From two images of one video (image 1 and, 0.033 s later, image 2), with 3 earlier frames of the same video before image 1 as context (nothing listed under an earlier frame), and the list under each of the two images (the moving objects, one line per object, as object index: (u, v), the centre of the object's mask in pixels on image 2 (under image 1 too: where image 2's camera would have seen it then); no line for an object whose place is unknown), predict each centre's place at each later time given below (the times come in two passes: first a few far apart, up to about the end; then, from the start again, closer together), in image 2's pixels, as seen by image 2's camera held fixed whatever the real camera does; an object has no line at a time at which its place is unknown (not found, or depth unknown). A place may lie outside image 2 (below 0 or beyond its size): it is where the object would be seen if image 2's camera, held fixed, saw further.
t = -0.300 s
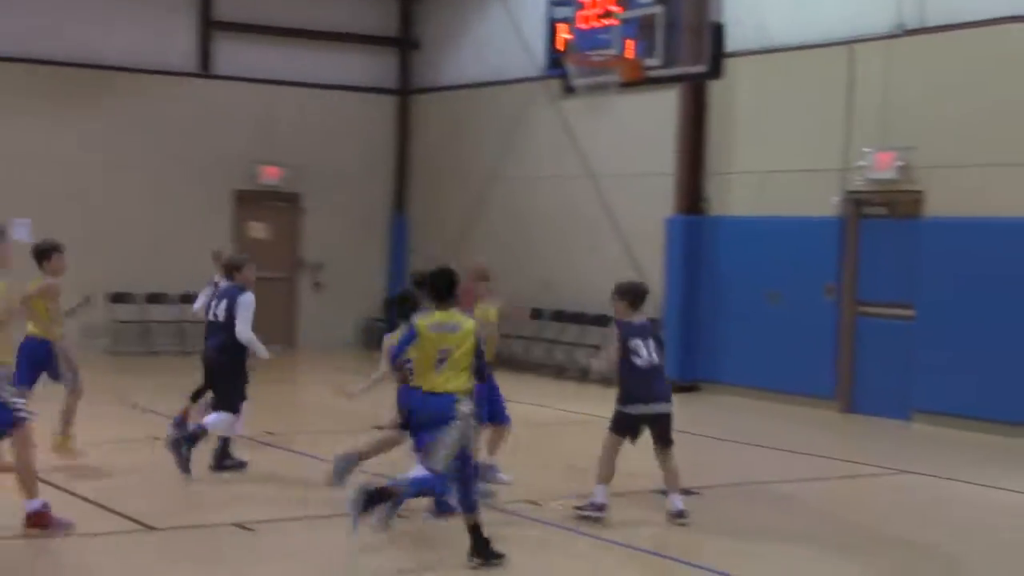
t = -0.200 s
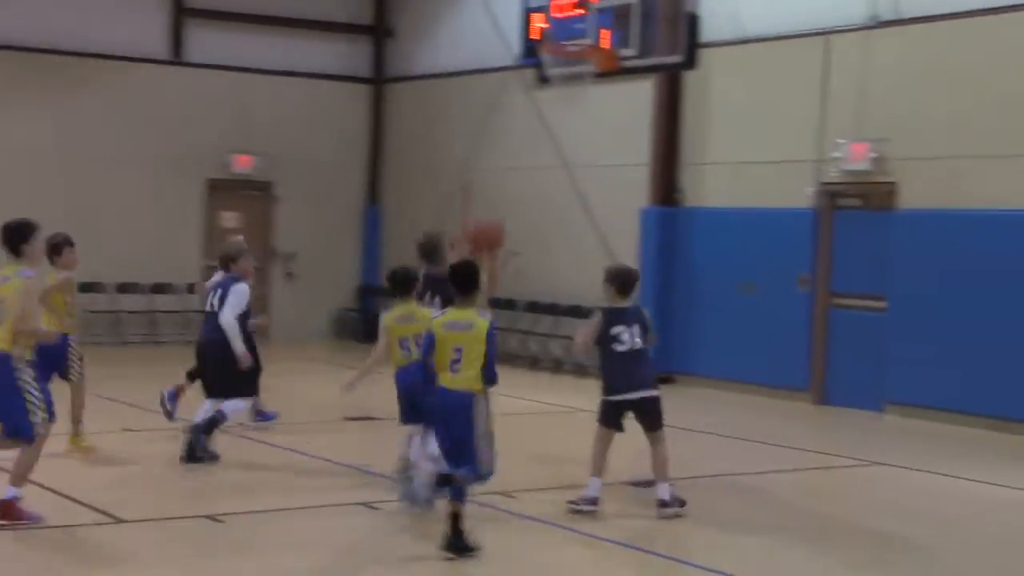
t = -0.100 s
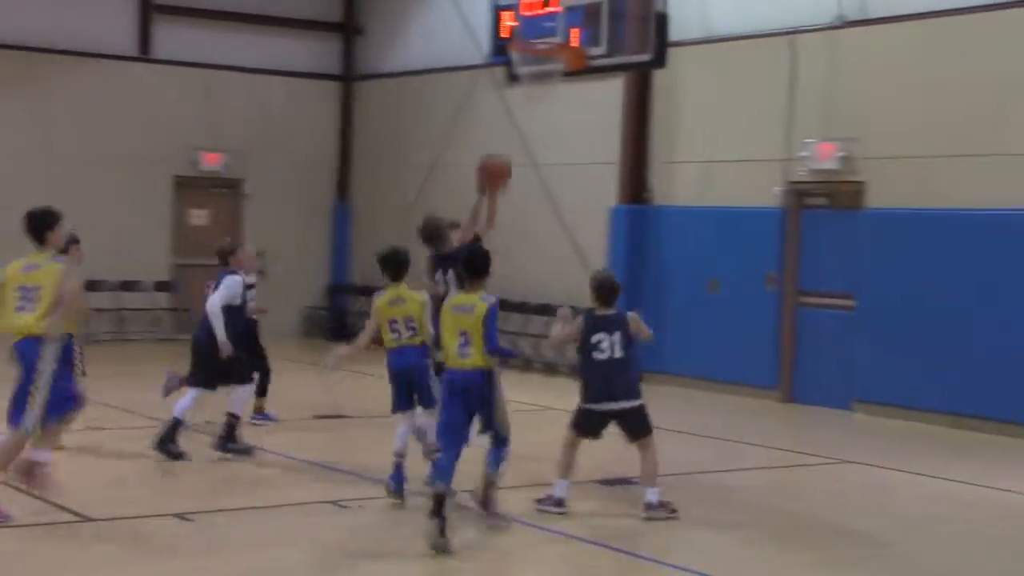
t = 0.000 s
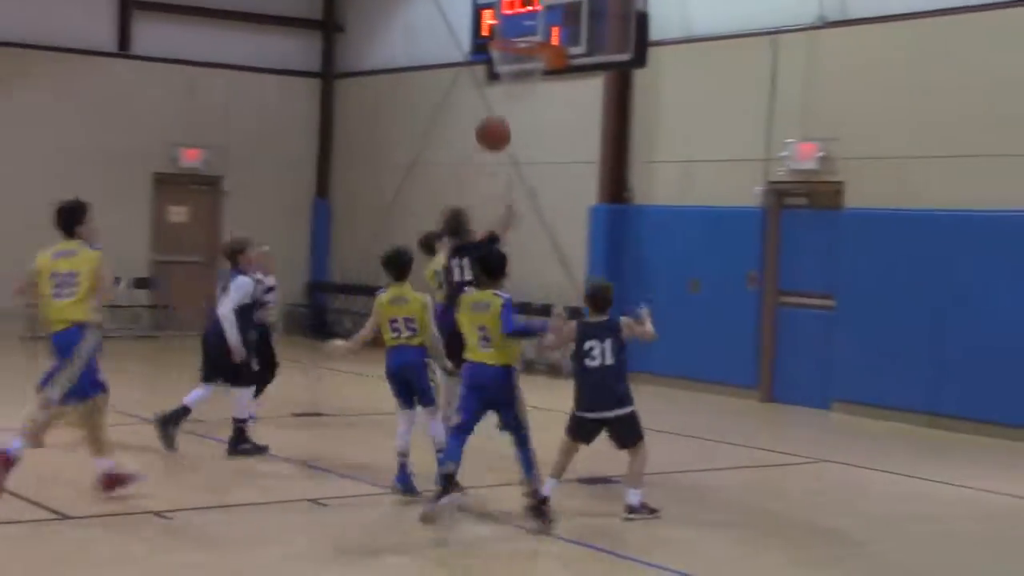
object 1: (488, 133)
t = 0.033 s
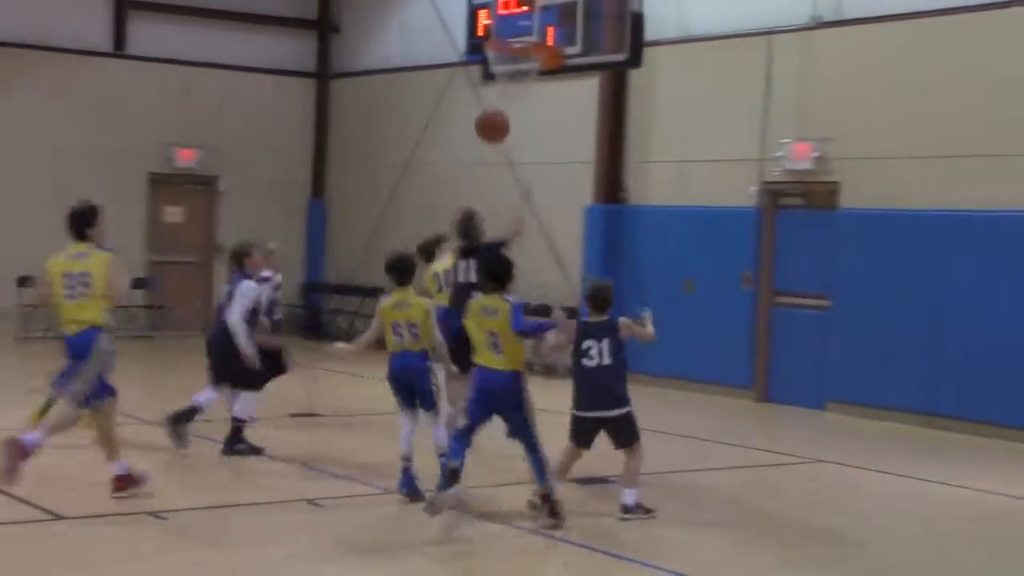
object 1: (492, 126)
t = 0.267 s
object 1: (517, 117)
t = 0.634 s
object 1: (543, 243)
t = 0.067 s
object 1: (496, 119)
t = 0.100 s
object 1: (500, 115)
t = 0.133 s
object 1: (504, 112)
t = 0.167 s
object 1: (507, 111)
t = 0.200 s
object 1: (510, 111)
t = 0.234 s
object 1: (514, 113)
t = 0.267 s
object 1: (517, 117)
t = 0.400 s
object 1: (528, 144)
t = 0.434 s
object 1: (530, 155)
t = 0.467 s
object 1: (533, 166)
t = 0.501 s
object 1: (535, 179)
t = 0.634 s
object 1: (543, 243)
